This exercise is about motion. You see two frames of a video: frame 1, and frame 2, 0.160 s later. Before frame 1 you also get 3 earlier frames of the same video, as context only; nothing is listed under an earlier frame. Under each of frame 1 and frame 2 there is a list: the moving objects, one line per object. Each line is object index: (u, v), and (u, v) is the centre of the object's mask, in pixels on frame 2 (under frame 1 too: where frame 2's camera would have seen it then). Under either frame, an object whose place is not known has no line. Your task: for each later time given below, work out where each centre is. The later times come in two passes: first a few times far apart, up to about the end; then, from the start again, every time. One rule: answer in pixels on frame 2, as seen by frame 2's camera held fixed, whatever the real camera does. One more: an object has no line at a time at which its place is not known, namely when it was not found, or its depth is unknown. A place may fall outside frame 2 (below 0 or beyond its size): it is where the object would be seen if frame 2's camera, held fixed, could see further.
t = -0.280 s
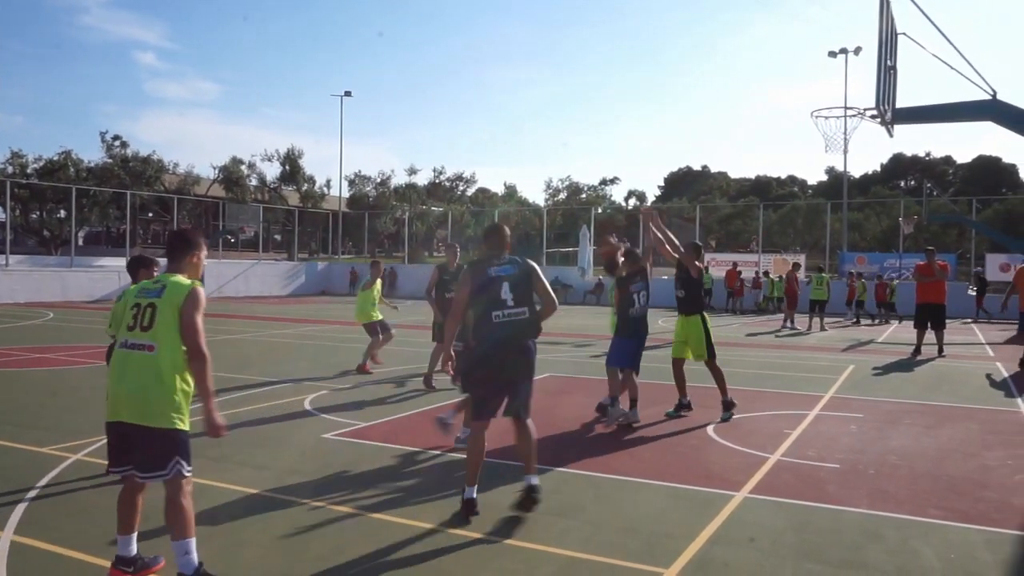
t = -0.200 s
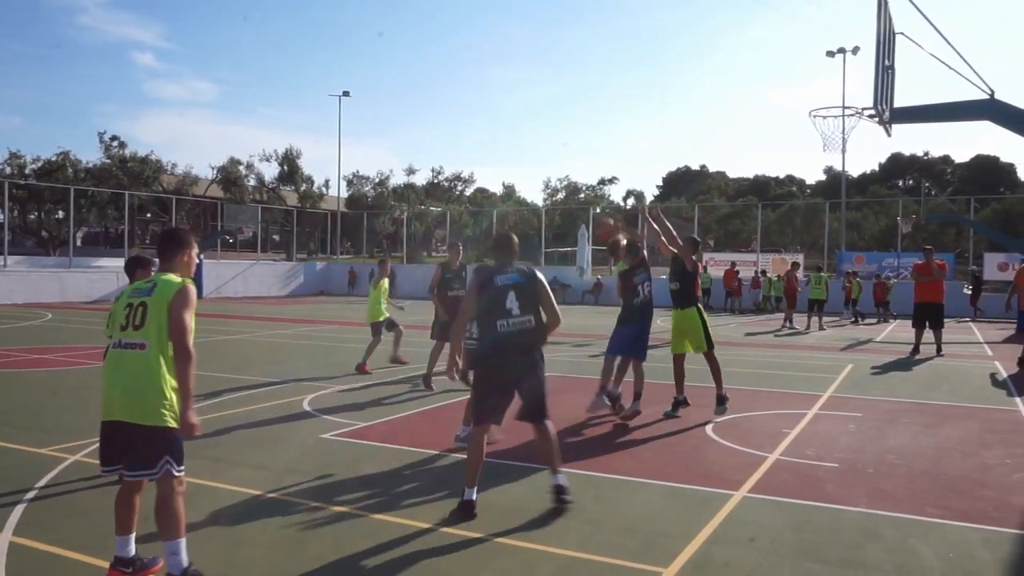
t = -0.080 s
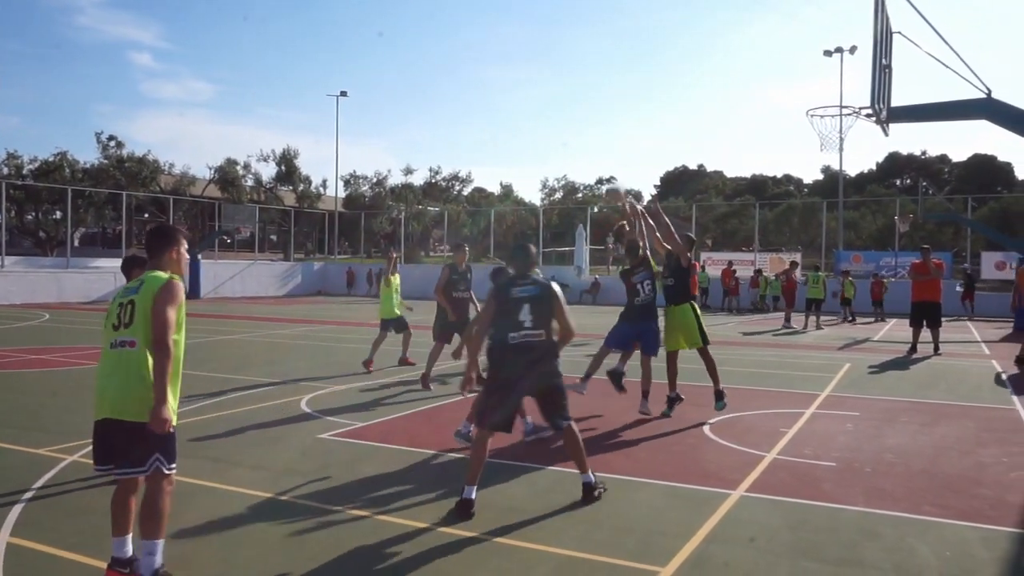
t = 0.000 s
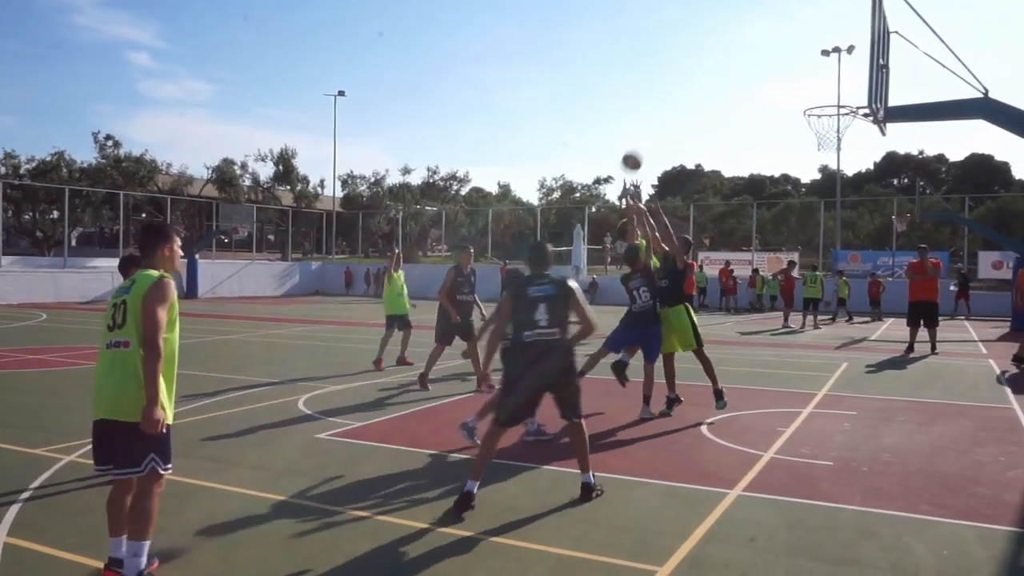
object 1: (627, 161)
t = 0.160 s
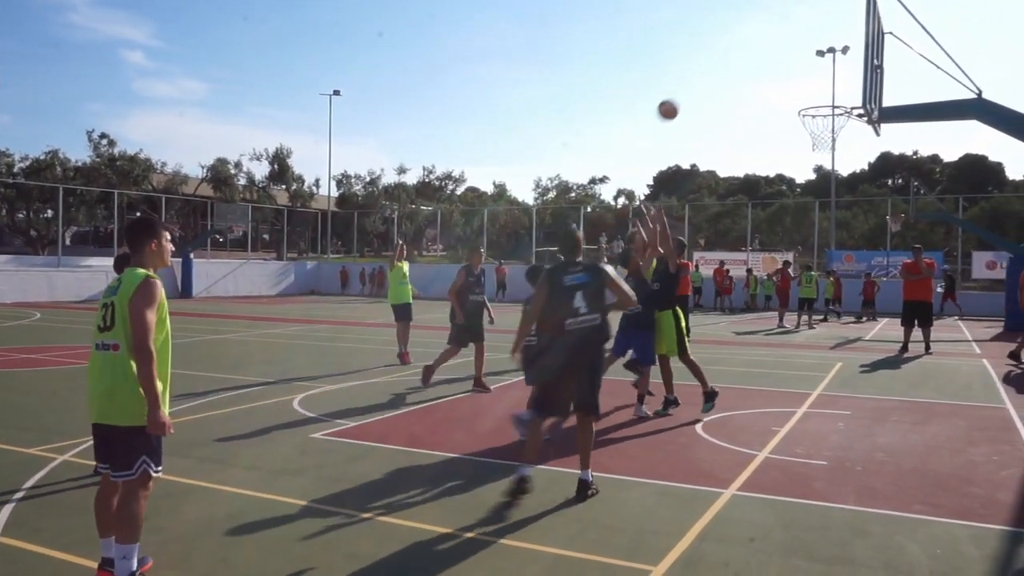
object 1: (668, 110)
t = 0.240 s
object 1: (689, 92)
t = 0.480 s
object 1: (754, 72)
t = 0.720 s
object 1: (819, 102)
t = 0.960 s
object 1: (851, 96)
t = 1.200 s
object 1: (826, 102)
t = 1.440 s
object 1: (809, 129)
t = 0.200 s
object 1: (678, 100)
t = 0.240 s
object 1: (689, 92)
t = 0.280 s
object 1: (700, 84)
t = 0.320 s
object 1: (710, 79)
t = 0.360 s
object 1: (721, 75)
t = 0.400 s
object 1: (732, 72)
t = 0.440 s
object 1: (743, 71)
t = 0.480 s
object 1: (754, 72)
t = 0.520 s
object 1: (765, 74)
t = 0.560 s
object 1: (776, 77)
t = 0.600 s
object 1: (787, 82)
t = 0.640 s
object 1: (798, 89)
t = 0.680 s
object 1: (810, 98)
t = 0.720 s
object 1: (819, 102)
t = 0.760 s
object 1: (827, 98)
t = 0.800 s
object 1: (835, 95)
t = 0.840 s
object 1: (843, 94)
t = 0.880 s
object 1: (851, 94)
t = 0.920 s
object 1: (854, 96)
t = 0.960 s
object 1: (851, 96)
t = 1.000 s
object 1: (846, 97)
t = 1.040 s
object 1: (839, 100)
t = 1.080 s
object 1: (835, 102)
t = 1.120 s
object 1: (832, 100)
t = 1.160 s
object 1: (829, 100)
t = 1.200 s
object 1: (826, 102)
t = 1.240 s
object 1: (824, 105)
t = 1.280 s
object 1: (821, 108)
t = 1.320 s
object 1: (818, 111)
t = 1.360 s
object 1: (815, 116)
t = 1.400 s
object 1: (812, 122)
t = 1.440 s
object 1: (809, 129)
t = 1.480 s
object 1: (807, 139)
